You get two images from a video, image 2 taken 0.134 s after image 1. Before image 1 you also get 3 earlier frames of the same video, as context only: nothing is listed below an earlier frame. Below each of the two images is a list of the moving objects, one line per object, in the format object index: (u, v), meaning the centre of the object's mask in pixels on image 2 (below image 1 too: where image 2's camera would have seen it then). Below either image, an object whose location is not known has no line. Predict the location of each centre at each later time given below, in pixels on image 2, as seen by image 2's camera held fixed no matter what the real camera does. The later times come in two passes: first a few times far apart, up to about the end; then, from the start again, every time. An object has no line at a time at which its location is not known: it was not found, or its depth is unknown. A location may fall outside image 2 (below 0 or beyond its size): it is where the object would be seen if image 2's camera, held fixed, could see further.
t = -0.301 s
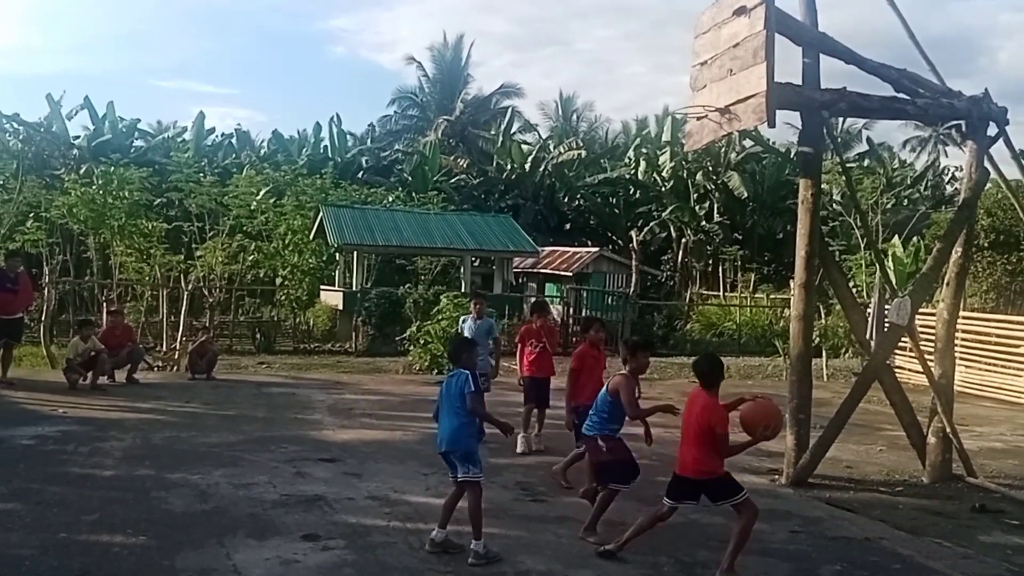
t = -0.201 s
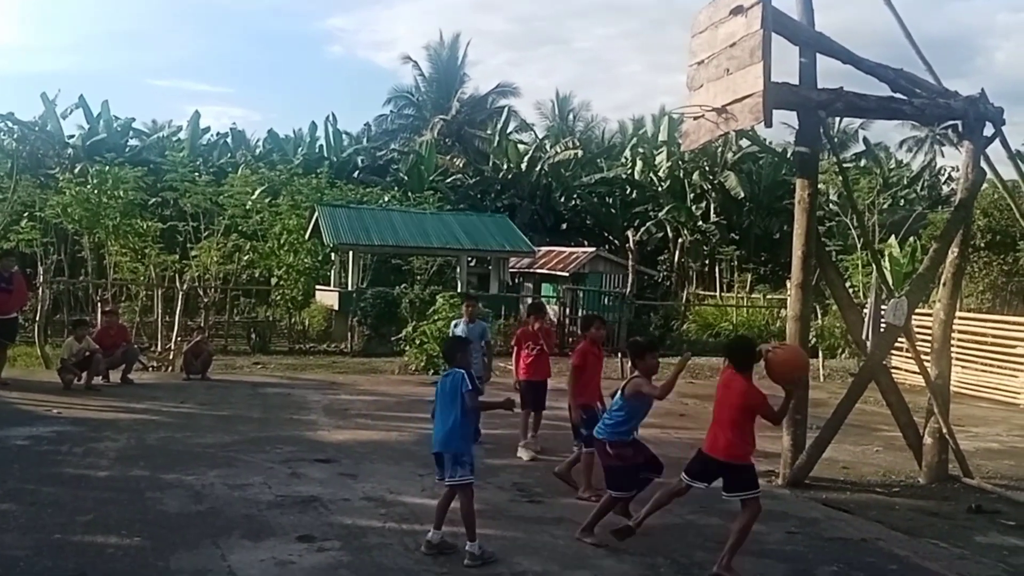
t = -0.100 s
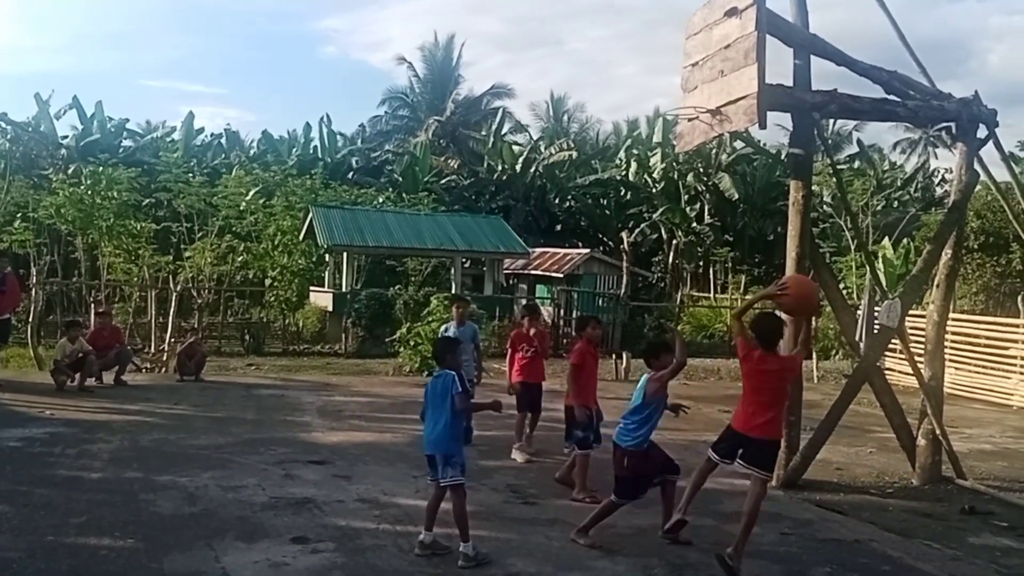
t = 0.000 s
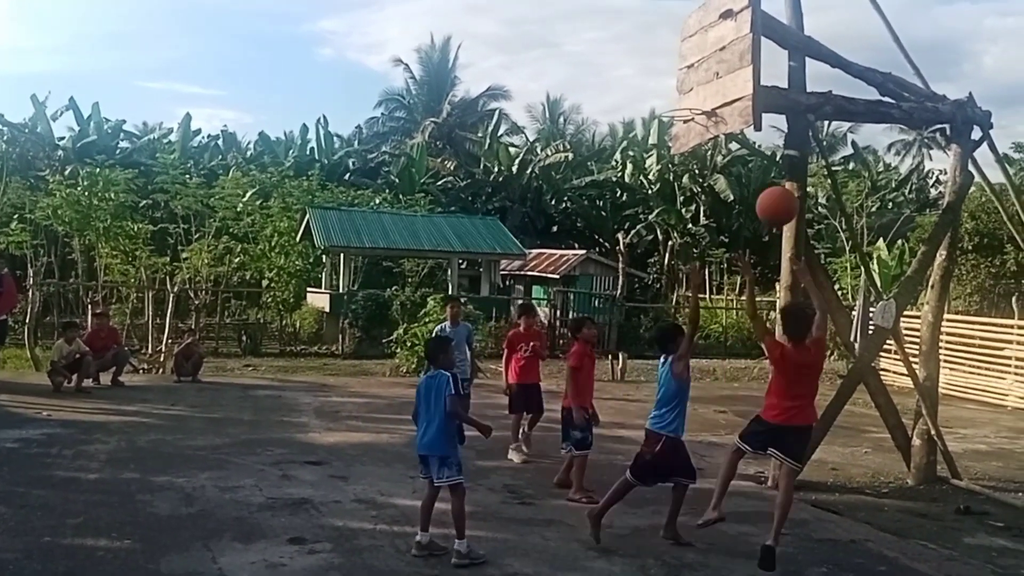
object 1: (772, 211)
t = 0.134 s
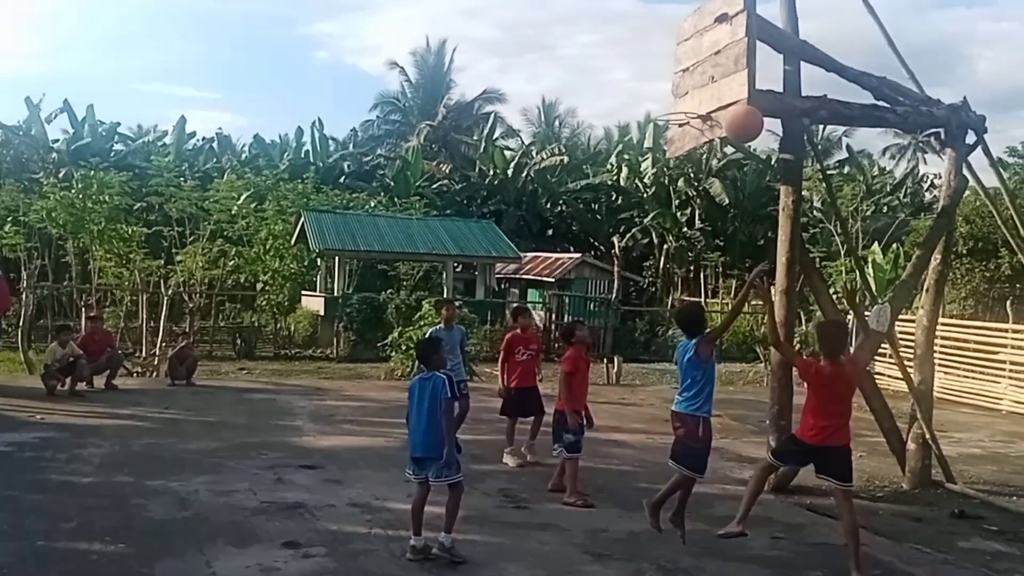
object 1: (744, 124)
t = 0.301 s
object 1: (712, 67)
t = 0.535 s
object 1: (672, 60)
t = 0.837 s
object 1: (625, 148)
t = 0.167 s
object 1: (737, 109)
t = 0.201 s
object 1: (729, 95)
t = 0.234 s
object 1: (723, 83)
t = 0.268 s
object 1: (718, 73)
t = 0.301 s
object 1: (712, 67)
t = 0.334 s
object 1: (706, 60)
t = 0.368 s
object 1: (699, 56)
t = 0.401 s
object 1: (693, 53)
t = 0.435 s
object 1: (687, 53)
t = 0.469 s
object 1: (682, 53)
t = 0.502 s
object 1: (677, 56)
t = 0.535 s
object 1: (672, 60)
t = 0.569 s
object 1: (666, 64)
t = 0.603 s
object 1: (661, 71)
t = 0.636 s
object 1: (656, 79)
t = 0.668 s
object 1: (651, 87)
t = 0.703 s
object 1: (646, 98)
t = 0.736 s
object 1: (641, 109)
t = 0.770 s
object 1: (636, 121)
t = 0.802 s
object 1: (631, 134)
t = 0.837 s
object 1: (625, 148)
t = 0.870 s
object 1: (621, 163)
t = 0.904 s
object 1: (616, 179)
